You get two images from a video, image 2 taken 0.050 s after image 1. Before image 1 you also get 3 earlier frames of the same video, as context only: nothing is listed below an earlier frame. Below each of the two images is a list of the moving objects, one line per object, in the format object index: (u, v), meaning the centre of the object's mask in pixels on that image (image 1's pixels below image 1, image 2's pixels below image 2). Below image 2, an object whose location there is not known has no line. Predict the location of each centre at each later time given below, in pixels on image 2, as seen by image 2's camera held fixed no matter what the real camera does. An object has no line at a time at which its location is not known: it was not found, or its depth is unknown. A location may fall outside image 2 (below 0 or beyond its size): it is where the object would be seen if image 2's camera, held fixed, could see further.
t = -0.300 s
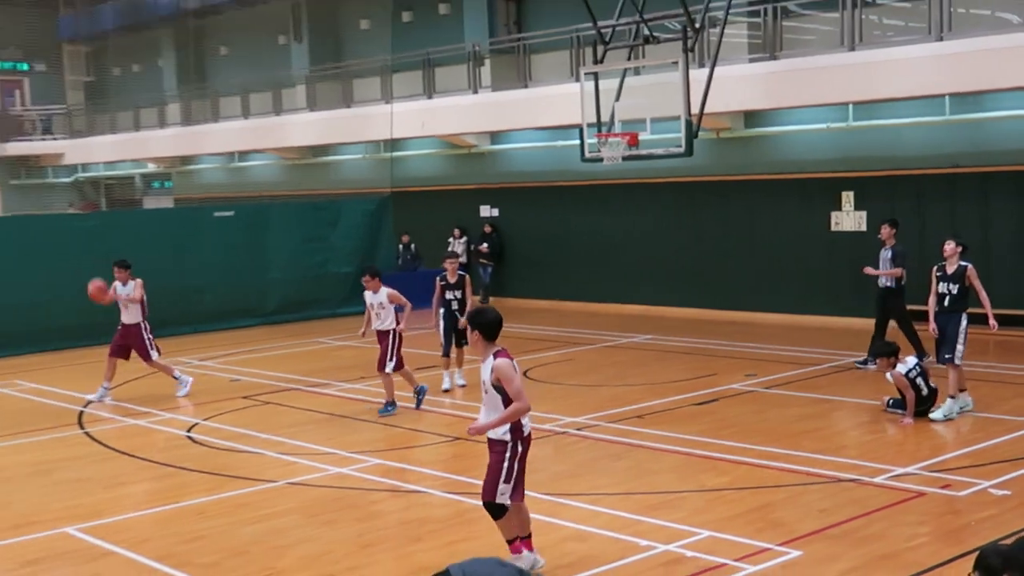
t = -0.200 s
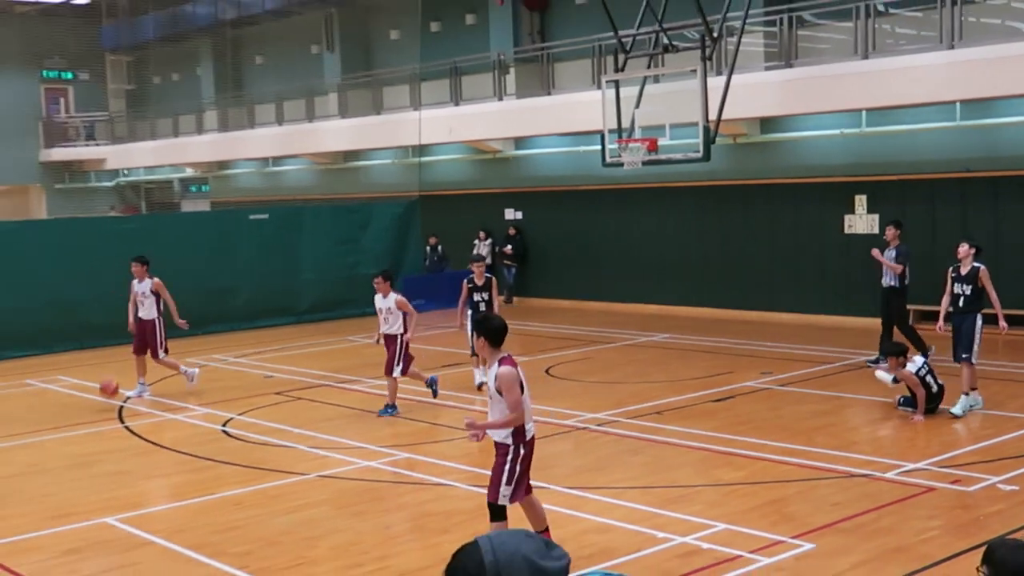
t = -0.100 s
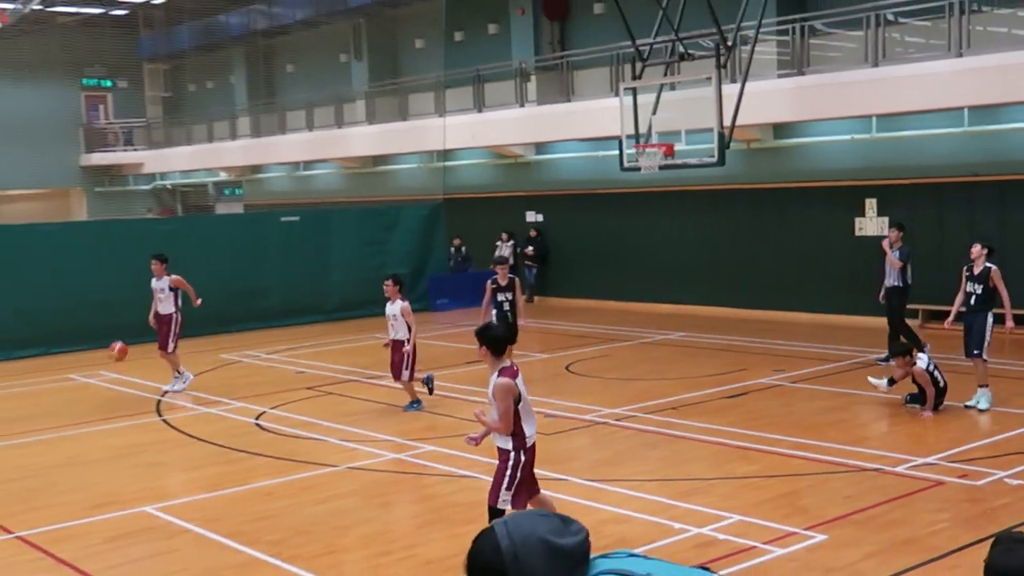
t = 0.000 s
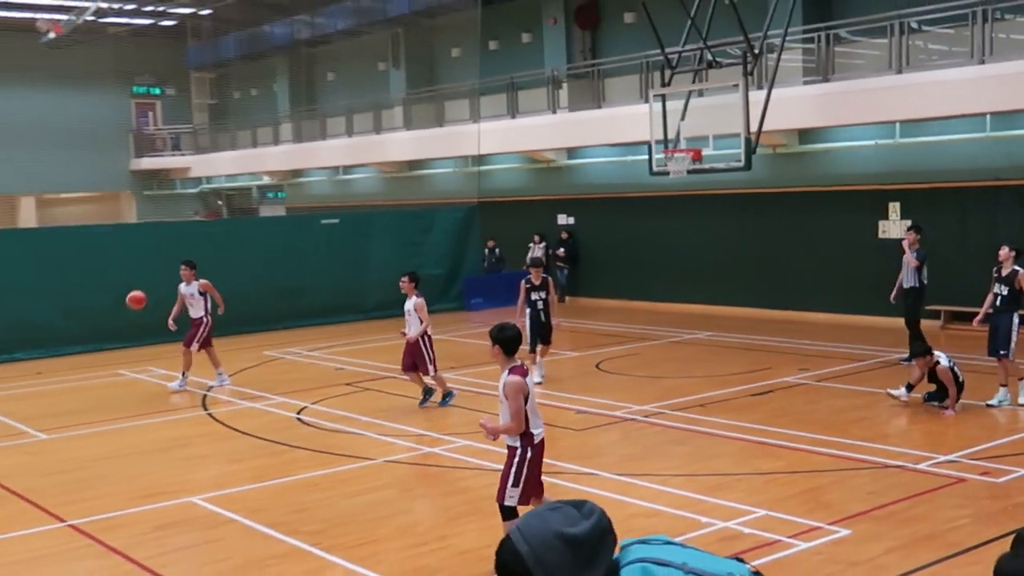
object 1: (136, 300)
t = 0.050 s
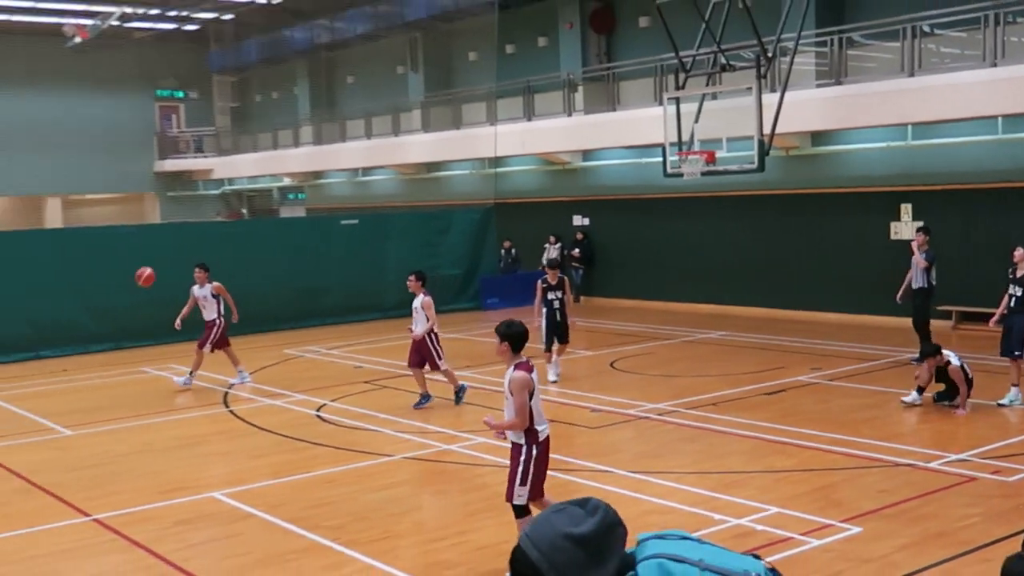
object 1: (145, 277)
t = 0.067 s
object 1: (140, 270)
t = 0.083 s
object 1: (135, 263)
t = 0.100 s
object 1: (130, 256)
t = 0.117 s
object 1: (126, 250)
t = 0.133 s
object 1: (121, 244)
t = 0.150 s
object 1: (116, 238)
